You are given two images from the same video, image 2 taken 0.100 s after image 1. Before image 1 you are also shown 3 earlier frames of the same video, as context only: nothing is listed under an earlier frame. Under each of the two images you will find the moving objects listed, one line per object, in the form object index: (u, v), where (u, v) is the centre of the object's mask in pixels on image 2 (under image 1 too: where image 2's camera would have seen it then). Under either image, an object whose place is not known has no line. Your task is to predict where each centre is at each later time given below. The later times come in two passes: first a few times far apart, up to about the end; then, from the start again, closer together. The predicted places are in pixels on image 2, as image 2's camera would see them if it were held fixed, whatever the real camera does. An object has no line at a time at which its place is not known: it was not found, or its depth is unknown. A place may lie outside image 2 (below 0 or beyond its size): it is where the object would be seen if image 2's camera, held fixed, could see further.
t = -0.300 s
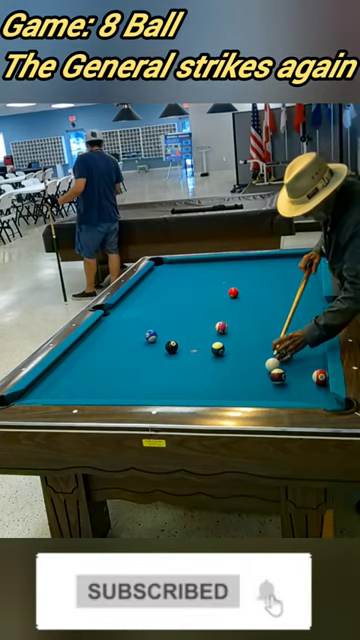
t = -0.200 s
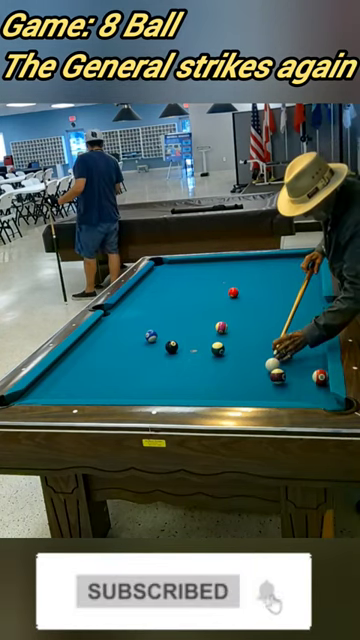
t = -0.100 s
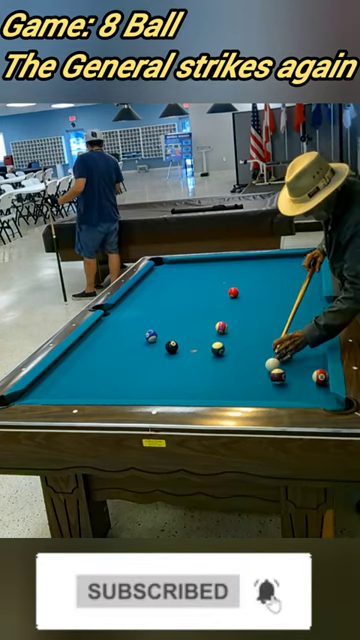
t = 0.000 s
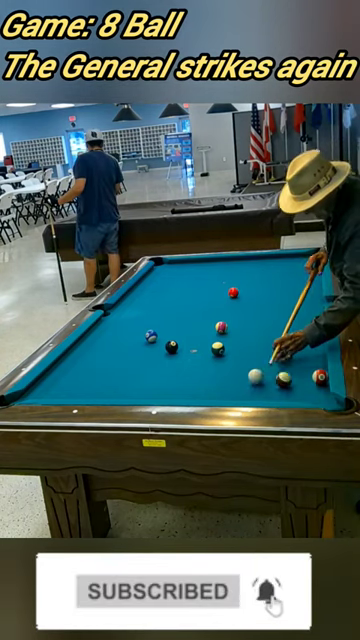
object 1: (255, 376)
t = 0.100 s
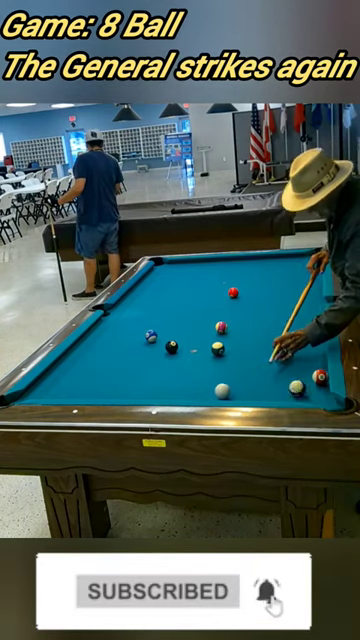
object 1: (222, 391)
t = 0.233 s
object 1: (190, 393)
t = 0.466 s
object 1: (160, 380)
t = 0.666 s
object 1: (142, 369)
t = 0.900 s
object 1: (129, 361)
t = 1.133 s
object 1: (121, 355)
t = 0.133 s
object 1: (213, 393)
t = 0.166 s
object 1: (202, 396)
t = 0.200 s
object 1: (195, 394)
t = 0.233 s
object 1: (190, 393)
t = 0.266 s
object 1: (185, 392)
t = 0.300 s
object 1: (181, 390)
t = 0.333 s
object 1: (176, 387)
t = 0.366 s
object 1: (170, 385)
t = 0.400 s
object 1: (167, 383)
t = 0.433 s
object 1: (164, 382)
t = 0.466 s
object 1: (160, 380)
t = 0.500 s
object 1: (156, 378)
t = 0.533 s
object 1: (153, 376)
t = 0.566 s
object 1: (150, 374)
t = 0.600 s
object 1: (147, 372)
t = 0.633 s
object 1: (144, 370)
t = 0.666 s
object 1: (142, 369)
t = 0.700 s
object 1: (140, 368)
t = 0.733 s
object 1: (138, 367)
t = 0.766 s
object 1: (136, 365)
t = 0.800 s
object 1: (134, 364)
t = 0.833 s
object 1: (132, 363)
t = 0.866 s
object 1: (131, 362)
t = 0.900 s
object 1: (129, 361)
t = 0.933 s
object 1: (127, 360)
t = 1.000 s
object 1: (125, 358)
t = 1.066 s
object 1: (123, 356)
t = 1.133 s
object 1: (121, 355)
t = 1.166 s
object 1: (120, 354)
